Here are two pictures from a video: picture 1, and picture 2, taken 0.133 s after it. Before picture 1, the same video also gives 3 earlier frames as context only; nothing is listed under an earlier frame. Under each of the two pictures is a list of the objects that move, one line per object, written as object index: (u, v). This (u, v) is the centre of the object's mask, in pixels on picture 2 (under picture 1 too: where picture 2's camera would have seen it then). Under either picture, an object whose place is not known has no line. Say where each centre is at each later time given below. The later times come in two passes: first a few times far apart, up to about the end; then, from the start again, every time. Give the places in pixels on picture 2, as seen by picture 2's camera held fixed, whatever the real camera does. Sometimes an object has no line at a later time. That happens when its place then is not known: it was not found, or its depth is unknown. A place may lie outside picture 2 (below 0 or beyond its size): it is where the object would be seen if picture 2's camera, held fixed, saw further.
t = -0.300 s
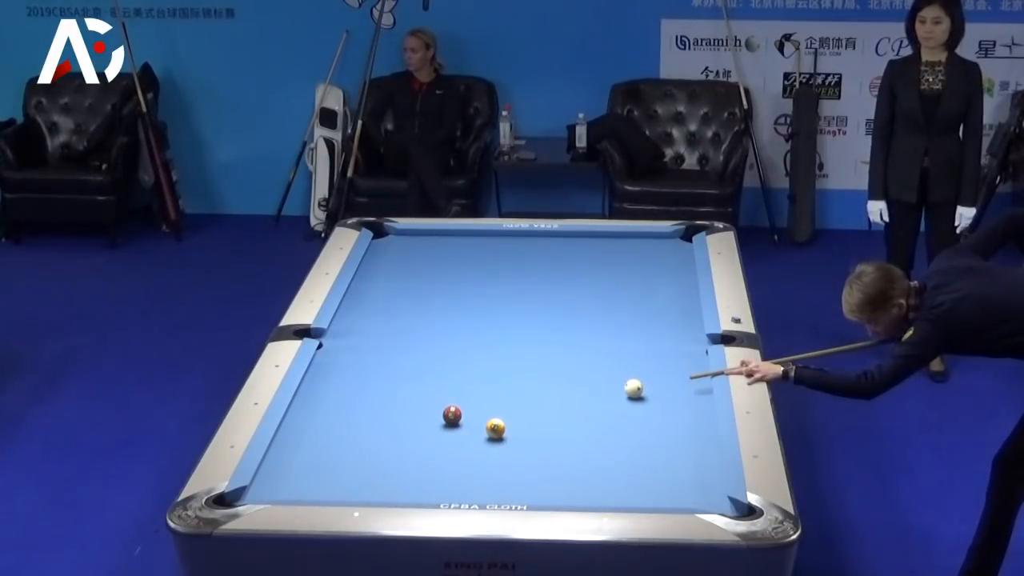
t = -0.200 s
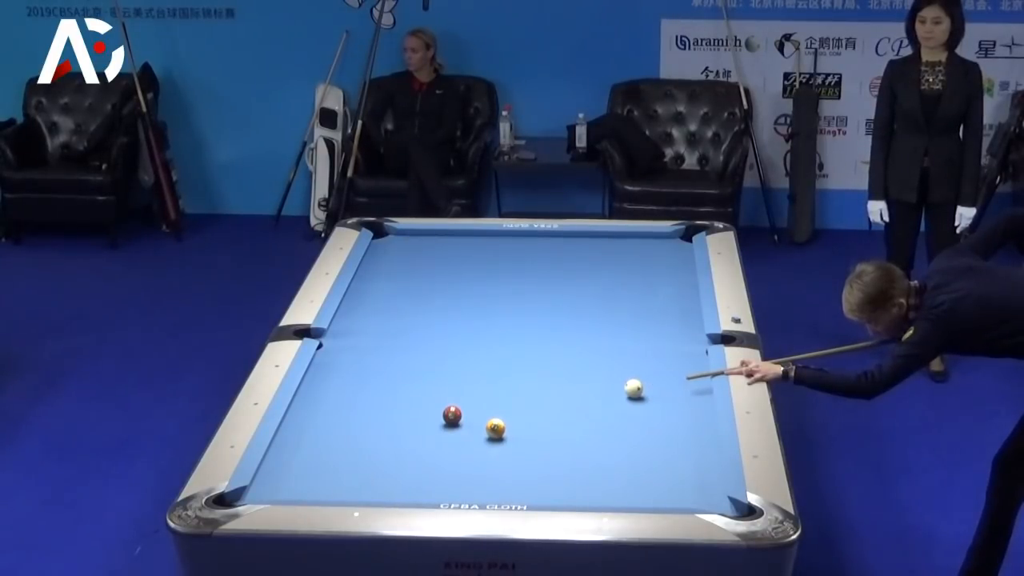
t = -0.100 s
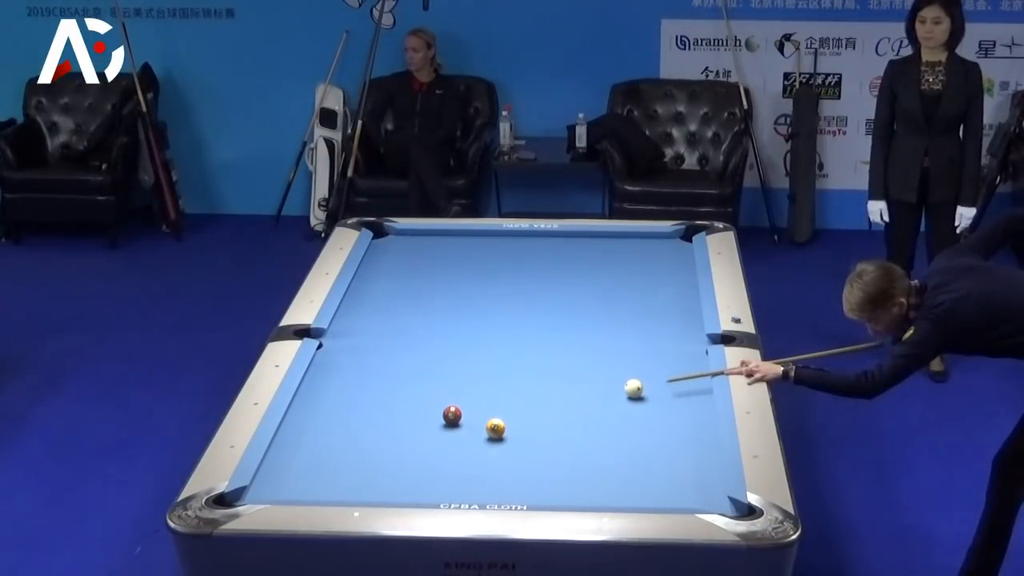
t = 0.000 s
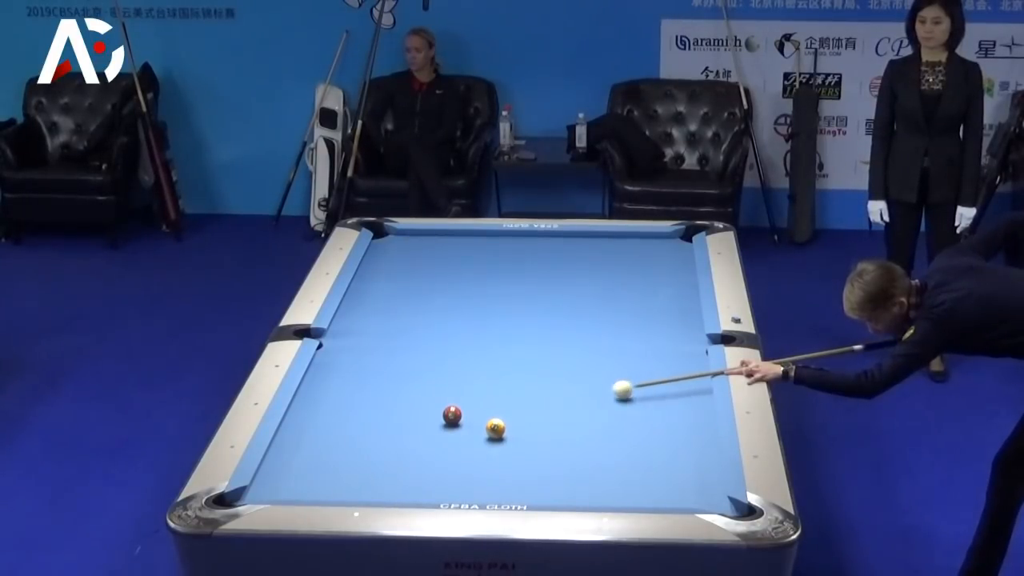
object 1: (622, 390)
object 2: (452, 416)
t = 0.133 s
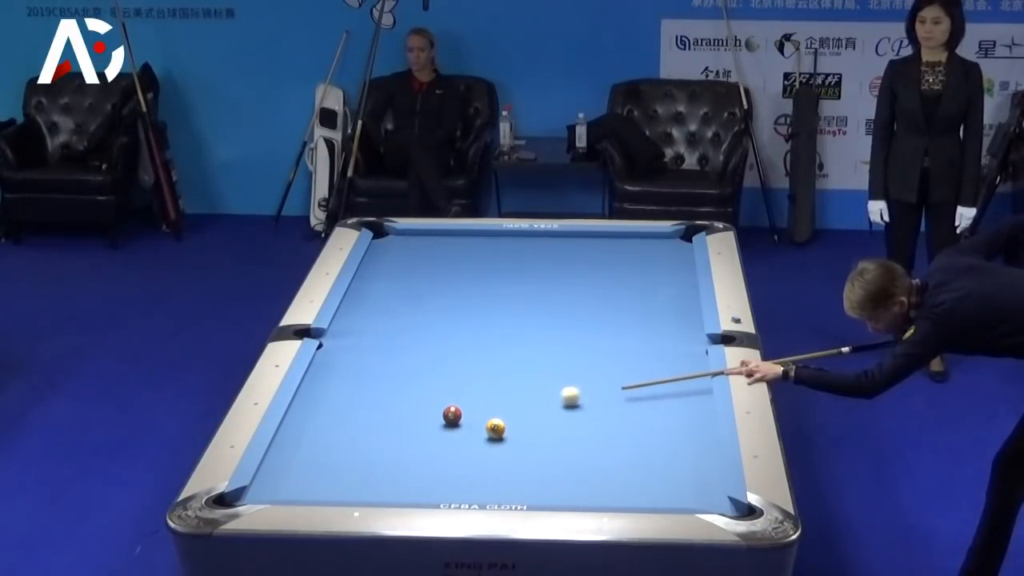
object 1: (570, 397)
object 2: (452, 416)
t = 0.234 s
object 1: (531, 401)
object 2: (452, 416)
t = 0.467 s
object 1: (454, 407)
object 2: (439, 422)
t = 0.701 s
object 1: (405, 400)
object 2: (400, 438)
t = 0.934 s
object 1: (358, 395)
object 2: (364, 454)
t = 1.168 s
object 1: (313, 390)
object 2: (328, 469)
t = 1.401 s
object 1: (329, 387)
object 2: (291, 484)
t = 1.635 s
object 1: (355, 384)
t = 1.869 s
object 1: (379, 381)
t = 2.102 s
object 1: (402, 377)
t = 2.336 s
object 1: (422, 375)
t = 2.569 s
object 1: (442, 372)
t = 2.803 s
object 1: (460, 369)
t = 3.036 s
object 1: (476, 367)
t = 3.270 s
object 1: (492, 365)
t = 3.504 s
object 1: (505, 363)
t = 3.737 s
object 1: (518, 361)
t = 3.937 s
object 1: (528, 359)
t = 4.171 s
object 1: (539, 358)
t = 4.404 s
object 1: (547, 356)
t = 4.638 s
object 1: (556, 355)
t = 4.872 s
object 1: (563, 354)
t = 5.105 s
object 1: (568, 354)
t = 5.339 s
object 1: (573, 353)
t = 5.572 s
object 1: (576, 353)
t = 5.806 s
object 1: (578, 352)
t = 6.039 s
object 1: (579, 352)
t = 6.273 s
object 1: (580, 352)
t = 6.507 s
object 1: (580, 352)
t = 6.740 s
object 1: (580, 352)
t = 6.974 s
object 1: (580, 352)
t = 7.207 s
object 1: (580, 352)
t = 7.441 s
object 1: (580, 352)
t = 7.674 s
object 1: (580, 352)
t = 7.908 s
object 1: (580, 352)
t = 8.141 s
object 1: (580, 352)
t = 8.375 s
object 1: (580, 352)
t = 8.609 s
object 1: (580, 352)
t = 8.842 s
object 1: (580, 352)
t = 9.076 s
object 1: (580, 352)
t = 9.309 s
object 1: (580, 352)
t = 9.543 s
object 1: (580, 352)
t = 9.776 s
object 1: (580, 352)
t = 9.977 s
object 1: (580, 352)
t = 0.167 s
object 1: (557, 398)
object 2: (452, 416)
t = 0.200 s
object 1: (544, 400)
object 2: (452, 416)
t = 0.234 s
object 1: (531, 401)
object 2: (452, 416)
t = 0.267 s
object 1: (519, 403)
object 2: (452, 416)
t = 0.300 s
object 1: (506, 404)
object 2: (452, 416)
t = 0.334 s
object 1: (493, 406)
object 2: (452, 416)
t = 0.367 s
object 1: (479, 408)
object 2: (452, 416)
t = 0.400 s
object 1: (468, 409)
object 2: (452, 416)
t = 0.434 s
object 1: (460, 408)
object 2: (445, 419)
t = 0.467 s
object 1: (454, 407)
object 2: (439, 422)
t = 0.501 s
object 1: (448, 406)
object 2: (432, 425)
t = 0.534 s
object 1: (441, 405)
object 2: (426, 427)
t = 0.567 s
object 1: (434, 404)
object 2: (421, 429)
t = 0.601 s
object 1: (426, 403)
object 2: (416, 432)
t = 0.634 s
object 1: (419, 402)
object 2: (410, 434)
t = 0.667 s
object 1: (413, 401)
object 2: (405, 436)
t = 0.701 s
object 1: (405, 400)
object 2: (400, 438)
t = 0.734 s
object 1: (399, 400)
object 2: (395, 440)
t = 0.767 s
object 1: (392, 399)
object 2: (390, 442)
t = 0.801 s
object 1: (385, 398)
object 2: (385, 445)
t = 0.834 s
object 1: (378, 397)
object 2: (380, 447)
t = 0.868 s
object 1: (372, 396)
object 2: (374, 449)
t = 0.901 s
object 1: (365, 396)
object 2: (369, 451)
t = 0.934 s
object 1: (358, 395)
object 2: (364, 454)
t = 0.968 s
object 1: (351, 394)
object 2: (359, 456)
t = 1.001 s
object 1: (345, 394)
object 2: (354, 458)
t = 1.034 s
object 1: (339, 393)
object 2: (348, 460)
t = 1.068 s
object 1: (332, 392)
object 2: (343, 462)
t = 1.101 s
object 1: (326, 391)
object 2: (338, 464)
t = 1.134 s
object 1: (320, 391)
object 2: (333, 466)
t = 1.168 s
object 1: (313, 390)
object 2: (328, 469)
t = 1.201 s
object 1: (307, 389)
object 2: (322, 471)
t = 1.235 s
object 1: (309, 389)
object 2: (317, 473)
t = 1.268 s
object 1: (314, 388)
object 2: (312, 475)
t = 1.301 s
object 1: (318, 388)
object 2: (306, 477)
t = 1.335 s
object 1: (322, 388)
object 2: (301, 480)
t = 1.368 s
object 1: (325, 387)
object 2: (296, 481)
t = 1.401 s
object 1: (329, 387)
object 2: (291, 484)
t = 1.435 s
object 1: (333, 386)
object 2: (285, 486)
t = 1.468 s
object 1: (337, 386)
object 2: (280, 488)
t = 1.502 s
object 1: (341, 385)
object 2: (275, 489)
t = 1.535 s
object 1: (344, 385)
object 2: (269, 490)
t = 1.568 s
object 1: (348, 385)
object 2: (264, 492)
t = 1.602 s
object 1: (351, 384)
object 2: (258, 494)
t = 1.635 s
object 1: (355, 384)
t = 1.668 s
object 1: (358, 383)
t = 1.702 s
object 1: (362, 383)
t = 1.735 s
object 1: (365, 383)
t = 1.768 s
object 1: (369, 382)
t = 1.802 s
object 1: (372, 382)
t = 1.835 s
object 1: (376, 381)
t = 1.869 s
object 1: (379, 381)
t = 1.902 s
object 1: (382, 380)
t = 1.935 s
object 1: (386, 380)
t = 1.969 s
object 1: (389, 379)
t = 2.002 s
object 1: (392, 379)
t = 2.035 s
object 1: (395, 379)
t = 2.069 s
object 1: (398, 378)
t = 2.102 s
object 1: (402, 377)
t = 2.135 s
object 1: (404, 377)
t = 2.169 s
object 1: (407, 377)
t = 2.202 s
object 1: (411, 376)
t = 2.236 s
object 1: (414, 376)
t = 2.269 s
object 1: (417, 375)
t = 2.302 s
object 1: (419, 375)
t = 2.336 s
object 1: (422, 375)
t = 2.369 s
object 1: (425, 374)
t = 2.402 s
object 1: (428, 374)
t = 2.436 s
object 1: (431, 374)
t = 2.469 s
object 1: (434, 373)
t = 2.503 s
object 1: (436, 373)
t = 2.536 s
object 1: (439, 372)
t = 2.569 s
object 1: (442, 372)
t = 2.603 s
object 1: (444, 371)
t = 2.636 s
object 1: (447, 371)
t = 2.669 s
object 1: (450, 371)
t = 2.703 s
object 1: (452, 370)
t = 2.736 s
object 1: (455, 370)
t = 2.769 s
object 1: (457, 370)
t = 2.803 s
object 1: (460, 369)
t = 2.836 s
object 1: (462, 369)
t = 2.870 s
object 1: (465, 369)
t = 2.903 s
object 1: (467, 368)
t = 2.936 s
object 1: (469, 368)
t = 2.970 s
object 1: (472, 367)
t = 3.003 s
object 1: (474, 367)
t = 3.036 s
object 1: (476, 367)
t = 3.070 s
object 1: (479, 367)
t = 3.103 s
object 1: (481, 366)
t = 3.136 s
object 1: (483, 366)
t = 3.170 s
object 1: (485, 366)
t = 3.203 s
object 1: (487, 365)
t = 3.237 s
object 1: (489, 365)
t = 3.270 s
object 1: (492, 365)
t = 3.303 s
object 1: (494, 364)
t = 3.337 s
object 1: (495, 364)
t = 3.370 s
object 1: (497, 364)
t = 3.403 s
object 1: (500, 363)
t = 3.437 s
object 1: (501, 363)
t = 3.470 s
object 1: (503, 363)
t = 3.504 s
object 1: (505, 363)
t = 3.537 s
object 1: (507, 362)
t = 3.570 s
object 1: (509, 362)
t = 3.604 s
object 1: (511, 362)
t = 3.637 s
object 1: (513, 362)
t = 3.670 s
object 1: (515, 361)
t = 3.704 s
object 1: (516, 361)
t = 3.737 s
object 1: (518, 361)
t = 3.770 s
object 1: (520, 360)
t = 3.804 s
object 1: (522, 360)
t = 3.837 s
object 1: (523, 360)
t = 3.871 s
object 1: (525, 360)
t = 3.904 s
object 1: (527, 359)
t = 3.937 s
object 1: (528, 359)
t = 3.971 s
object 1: (529, 359)
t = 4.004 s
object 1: (531, 359)
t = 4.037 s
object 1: (533, 359)
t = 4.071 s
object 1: (534, 359)
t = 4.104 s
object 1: (536, 358)
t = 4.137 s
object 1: (537, 358)
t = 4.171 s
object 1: (539, 358)
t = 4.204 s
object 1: (540, 358)
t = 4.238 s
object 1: (541, 358)
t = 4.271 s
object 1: (542, 357)
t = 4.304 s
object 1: (544, 357)
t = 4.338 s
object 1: (545, 357)
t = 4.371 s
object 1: (546, 357)
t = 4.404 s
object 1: (547, 356)
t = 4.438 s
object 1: (549, 356)
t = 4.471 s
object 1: (550, 356)
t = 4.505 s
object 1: (551, 356)
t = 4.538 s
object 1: (552, 356)
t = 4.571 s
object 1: (554, 356)
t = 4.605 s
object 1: (555, 356)
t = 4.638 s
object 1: (556, 355)
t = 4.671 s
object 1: (557, 355)
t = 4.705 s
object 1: (558, 356)
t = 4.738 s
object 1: (559, 355)
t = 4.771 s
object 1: (560, 355)
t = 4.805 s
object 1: (561, 355)
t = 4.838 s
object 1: (562, 355)
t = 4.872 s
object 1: (563, 354)
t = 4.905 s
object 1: (563, 354)
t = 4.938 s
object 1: (564, 354)
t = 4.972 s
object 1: (565, 354)
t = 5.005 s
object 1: (566, 354)
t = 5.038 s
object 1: (567, 354)
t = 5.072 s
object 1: (568, 354)
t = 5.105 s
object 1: (568, 354)
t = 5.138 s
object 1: (569, 354)
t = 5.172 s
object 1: (570, 354)
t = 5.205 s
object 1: (570, 353)
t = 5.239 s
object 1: (571, 353)
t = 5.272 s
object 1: (572, 353)
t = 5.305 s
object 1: (572, 353)
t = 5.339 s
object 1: (573, 353)
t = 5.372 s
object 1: (574, 353)
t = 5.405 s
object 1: (574, 353)
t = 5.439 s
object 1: (574, 353)
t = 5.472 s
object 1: (575, 353)
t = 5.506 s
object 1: (575, 353)
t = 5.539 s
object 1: (576, 353)
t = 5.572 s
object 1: (576, 353)
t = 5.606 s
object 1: (576, 353)
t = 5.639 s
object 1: (577, 352)
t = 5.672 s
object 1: (577, 352)
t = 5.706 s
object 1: (578, 352)
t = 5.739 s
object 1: (578, 352)
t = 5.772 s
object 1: (578, 352)
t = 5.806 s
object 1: (578, 352)
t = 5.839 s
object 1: (579, 352)
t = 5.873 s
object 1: (579, 352)
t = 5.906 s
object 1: (579, 352)
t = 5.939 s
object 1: (579, 352)
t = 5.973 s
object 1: (579, 352)
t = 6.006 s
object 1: (579, 352)
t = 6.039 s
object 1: (579, 352)
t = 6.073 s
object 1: (579, 352)
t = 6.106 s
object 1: (580, 352)
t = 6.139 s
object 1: (580, 352)
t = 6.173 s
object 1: (580, 352)
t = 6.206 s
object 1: (580, 352)
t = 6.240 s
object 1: (580, 352)
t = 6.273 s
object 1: (580, 352)
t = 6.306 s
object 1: (580, 352)
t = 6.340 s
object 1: (580, 352)
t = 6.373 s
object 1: (580, 352)
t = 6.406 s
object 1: (580, 352)
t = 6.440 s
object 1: (580, 352)
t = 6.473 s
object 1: (580, 352)
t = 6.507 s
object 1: (580, 352)
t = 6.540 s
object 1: (580, 352)
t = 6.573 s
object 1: (580, 352)
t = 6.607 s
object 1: (580, 352)
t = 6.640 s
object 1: (580, 352)
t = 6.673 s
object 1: (580, 352)
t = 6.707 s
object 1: (580, 352)
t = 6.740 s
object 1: (580, 352)
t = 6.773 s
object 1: (580, 352)
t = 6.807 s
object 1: (580, 352)
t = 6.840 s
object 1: (580, 352)
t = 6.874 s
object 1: (580, 352)
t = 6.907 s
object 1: (580, 352)
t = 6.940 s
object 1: (580, 352)
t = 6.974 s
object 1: (580, 352)
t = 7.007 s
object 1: (580, 352)
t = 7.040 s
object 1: (580, 352)
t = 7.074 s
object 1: (580, 352)
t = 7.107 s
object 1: (580, 352)
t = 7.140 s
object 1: (580, 352)
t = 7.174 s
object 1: (580, 352)
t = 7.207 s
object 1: (580, 352)
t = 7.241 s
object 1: (580, 352)
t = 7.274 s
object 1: (580, 352)
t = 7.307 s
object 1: (580, 352)
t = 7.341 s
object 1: (580, 352)
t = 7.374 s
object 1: (580, 352)
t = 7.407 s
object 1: (580, 352)
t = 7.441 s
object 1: (580, 352)
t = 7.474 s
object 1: (580, 352)
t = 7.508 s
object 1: (580, 352)
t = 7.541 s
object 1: (580, 352)
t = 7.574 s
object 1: (580, 352)
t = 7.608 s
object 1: (580, 352)
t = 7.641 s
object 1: (580, 352)
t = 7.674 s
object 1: (580, 352)
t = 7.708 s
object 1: (579, 352)
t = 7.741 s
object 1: (579, 352)
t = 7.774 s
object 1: (579, 352)
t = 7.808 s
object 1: (579, 352)
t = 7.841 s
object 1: (580, 352)
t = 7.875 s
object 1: (580, 352)
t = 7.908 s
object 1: (580, 352)
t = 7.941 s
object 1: (579, 352)
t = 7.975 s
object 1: (580, 352)
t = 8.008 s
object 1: (580, 352)
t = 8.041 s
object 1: (580, 352)
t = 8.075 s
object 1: (580, 352)
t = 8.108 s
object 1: (580, 352)
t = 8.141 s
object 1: (580, 352)
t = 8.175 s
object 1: (580, 352)
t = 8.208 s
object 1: (580, 352)
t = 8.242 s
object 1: (580, 352)
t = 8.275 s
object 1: (580, 352)
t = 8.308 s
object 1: (580, 352)
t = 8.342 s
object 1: (580, 352)
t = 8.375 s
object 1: (580, 352)
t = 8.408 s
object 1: (580, 352)
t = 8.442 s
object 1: (580, 352)
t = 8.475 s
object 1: (580, 352)
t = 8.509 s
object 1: (580, 352)
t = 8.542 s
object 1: (580, 352)
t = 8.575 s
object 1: (580, 352)
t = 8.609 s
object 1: (580, 352)
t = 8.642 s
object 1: (580, 352)
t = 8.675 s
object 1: (580, 352)
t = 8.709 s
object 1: (580, 352)
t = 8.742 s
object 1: (580, 352)
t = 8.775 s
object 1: (580, 352)
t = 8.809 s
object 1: (580, 352)
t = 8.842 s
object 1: (580, 352)
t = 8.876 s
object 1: (580, 352)
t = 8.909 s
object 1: (580, 352)
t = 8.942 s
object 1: (580, 352)
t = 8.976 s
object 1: (580, 352)
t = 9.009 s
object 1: (580, 352)
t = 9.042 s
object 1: (580, 352)
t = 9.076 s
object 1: (580, 352)
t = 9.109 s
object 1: (580, 352)
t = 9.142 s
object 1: (580, 352)
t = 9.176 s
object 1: (580, 352)
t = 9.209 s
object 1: (580, 352)
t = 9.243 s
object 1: (580, 352)
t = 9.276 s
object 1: (580, 352)
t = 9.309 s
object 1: (580, 352)
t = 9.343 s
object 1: (580, 352)
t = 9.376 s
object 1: (580, 352)
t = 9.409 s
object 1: (580, 352)
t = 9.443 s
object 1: (580, 352)
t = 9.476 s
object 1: (580, 352)
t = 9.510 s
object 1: (580, 352)
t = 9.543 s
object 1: (580, 352)
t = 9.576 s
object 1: (580, 352)
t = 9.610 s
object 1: (580, 352)
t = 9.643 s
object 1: (580, 352)
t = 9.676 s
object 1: (580, 352)
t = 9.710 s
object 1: (580, 352)
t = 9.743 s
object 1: (580, 352)
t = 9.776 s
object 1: (580, 352)
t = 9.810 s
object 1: (580, 352)
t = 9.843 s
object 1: (580, 352)
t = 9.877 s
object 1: (580, 352)
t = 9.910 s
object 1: (580, 352)
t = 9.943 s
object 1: (580, 352)
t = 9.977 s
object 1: (580, 352)
